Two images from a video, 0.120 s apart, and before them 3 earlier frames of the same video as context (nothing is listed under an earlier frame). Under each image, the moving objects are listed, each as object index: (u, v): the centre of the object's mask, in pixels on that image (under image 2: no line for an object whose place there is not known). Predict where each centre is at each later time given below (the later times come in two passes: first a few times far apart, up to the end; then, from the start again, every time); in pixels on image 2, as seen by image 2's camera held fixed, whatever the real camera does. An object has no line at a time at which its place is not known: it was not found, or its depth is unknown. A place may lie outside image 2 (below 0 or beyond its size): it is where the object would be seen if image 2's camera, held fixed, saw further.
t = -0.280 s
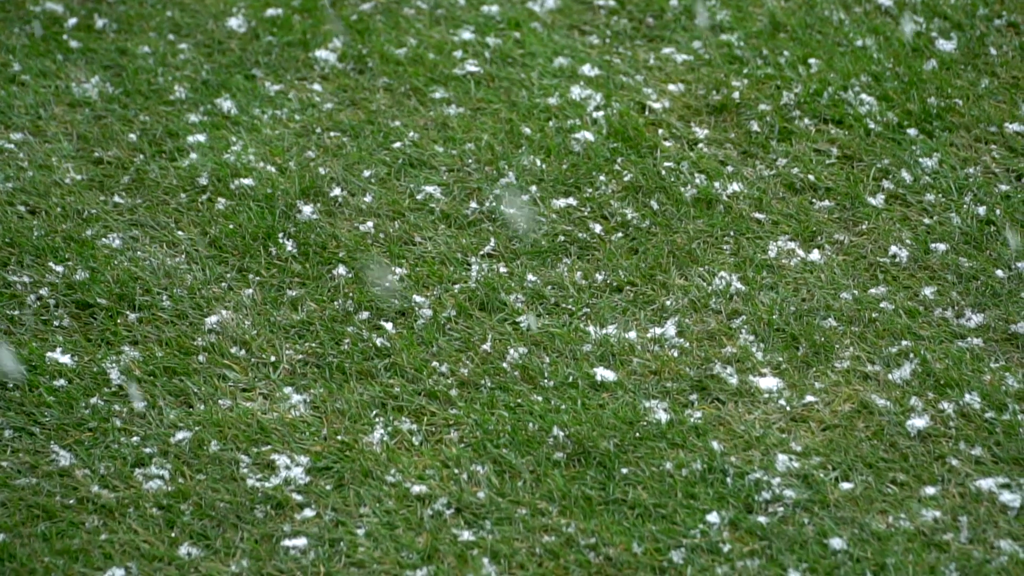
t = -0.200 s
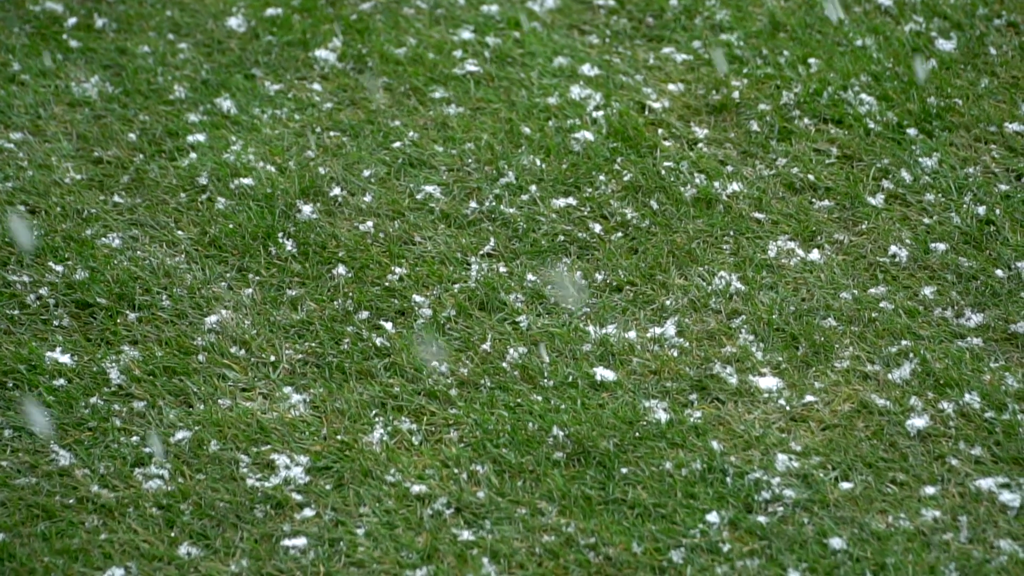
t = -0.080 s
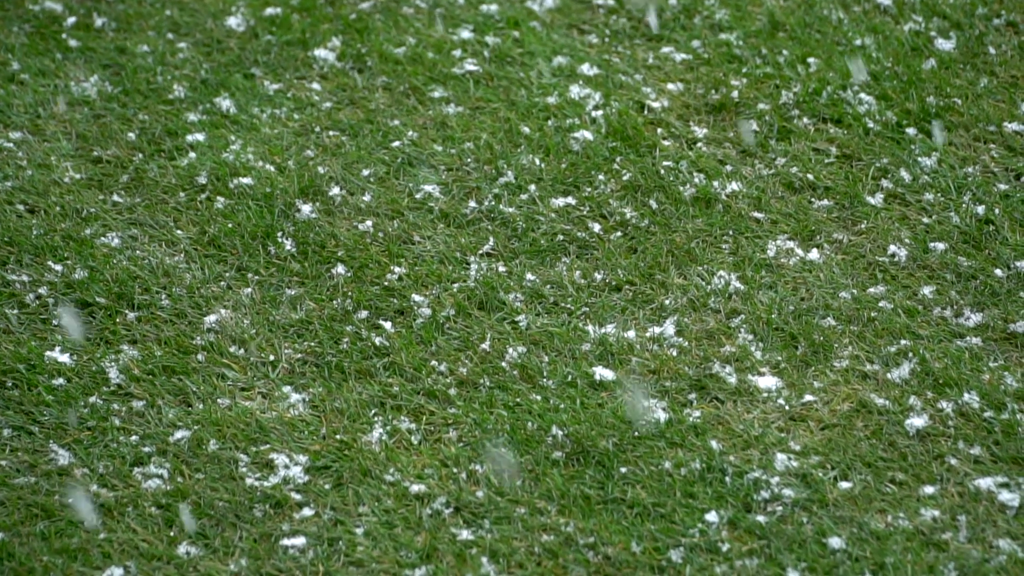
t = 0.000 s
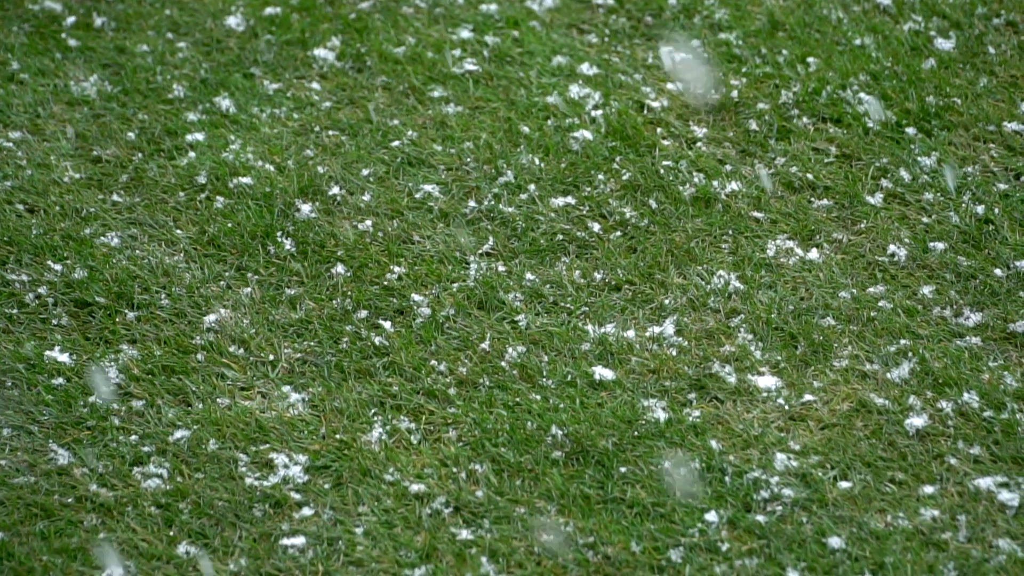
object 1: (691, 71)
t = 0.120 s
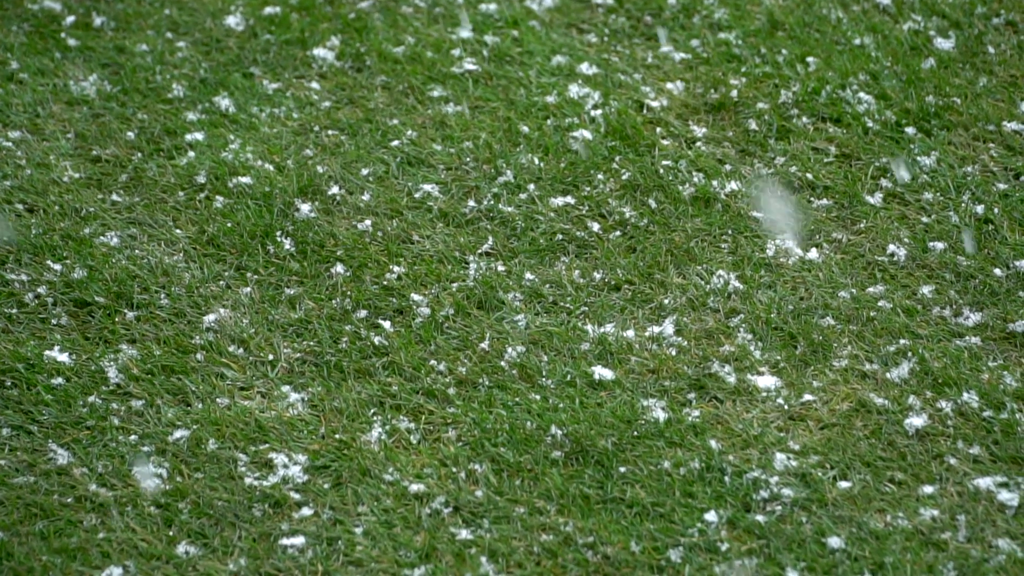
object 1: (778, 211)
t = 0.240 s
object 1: (862, 351)
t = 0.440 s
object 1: (991, 560)
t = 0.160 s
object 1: (807, 261)
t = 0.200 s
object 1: (832, 302)
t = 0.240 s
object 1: (862, 351)
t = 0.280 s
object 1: (888, 395)
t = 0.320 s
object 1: (916, 440)
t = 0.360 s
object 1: (942, 481)
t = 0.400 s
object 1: (969, 524)
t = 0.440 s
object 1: (991, 560)
